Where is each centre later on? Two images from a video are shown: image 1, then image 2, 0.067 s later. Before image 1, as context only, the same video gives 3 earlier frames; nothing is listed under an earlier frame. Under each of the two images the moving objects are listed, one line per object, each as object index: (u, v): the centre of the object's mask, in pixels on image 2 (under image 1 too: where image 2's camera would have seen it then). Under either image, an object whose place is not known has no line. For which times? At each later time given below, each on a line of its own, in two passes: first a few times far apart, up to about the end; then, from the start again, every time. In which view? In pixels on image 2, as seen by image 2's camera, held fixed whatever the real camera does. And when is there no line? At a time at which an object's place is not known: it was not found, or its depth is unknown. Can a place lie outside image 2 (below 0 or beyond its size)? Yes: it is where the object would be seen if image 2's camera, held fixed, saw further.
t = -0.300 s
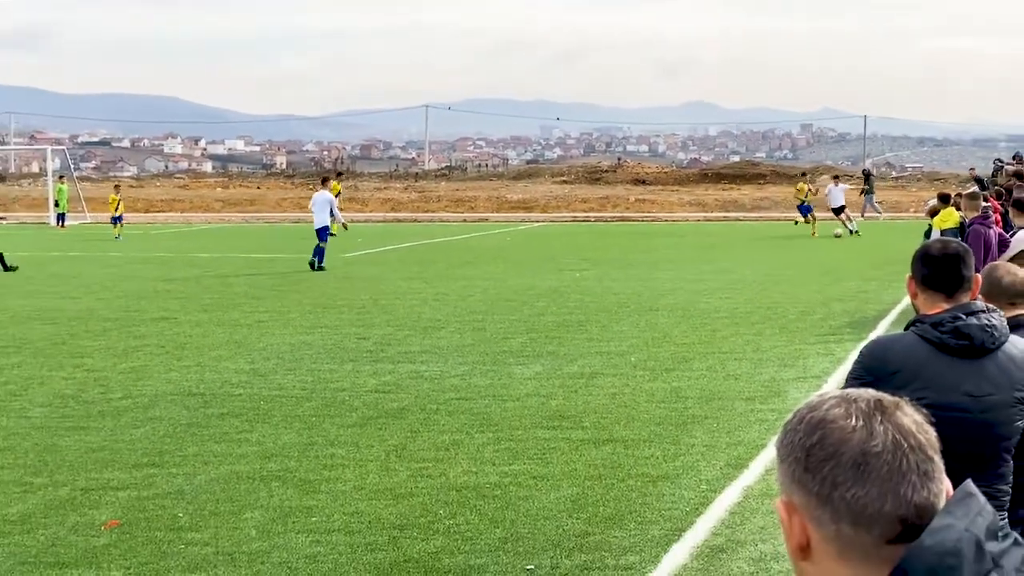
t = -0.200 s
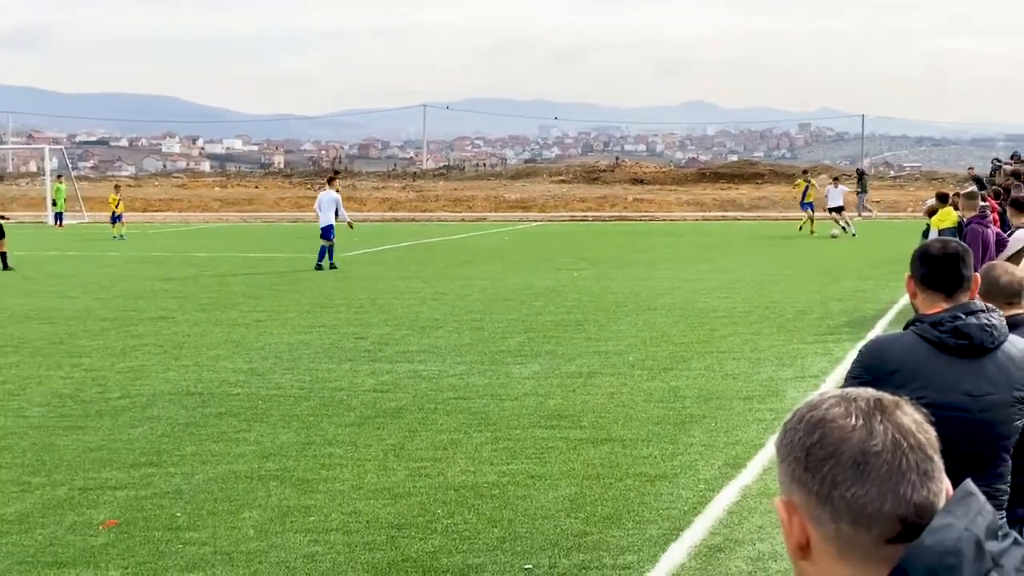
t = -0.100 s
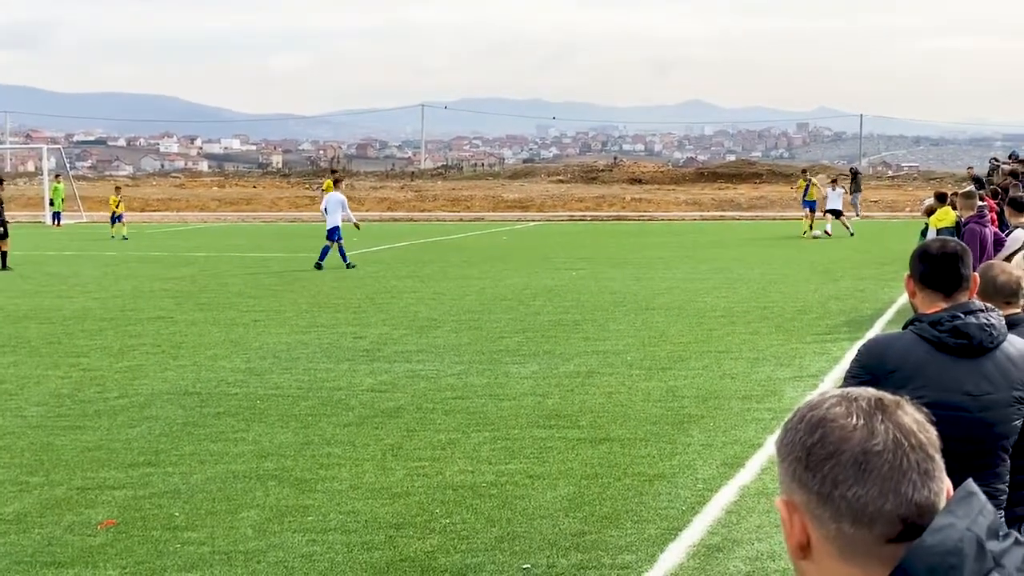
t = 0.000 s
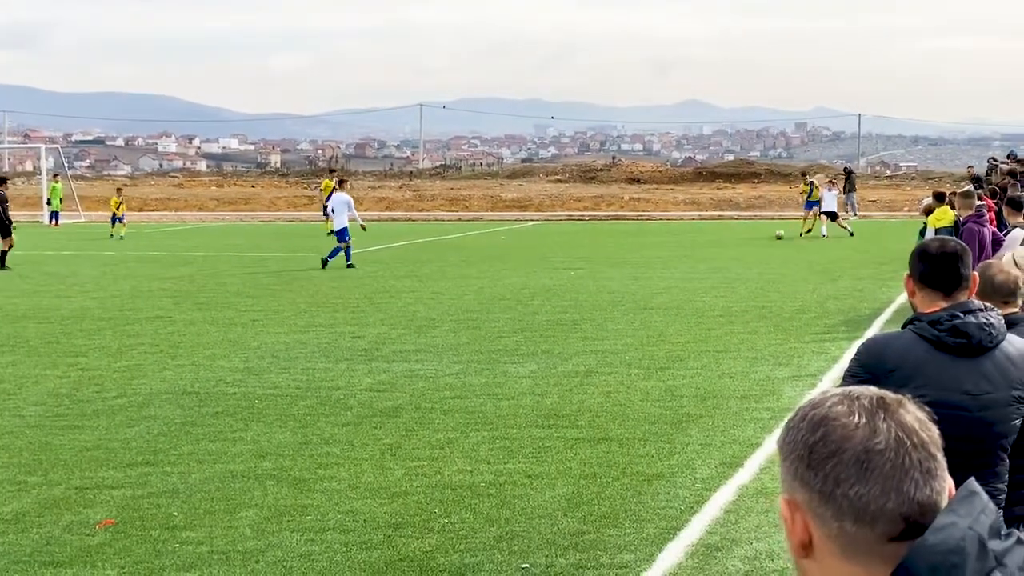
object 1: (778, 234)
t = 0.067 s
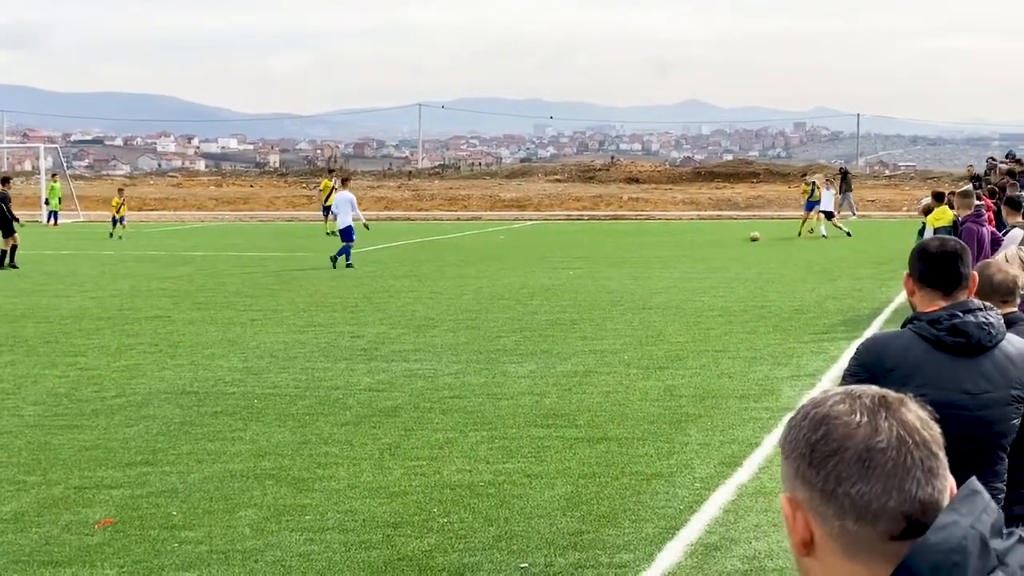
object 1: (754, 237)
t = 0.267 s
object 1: (688, 242)
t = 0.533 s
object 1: (610, 244)
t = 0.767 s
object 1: (552, 244)
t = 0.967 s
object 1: (506, 247)
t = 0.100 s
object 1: (742, 239)
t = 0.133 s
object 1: (731, 239)
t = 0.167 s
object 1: (721, 240)
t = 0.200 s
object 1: (710, 241)
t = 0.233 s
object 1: (699, 241)
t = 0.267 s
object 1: (688, 242)
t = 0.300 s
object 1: (677, 243)
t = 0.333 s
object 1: (666, 244)
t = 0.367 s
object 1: (657, 243)
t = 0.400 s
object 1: (648, 243)
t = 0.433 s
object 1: (637, 244)
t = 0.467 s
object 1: (627, 244)
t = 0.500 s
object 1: (618, 245)
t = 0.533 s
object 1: (610, 244)
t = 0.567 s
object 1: (601, 244)
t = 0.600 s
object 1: (593, 244)
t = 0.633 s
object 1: (584, 244)
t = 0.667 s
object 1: (575, 244)
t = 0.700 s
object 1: (568, 244)
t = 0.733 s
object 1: (559, 245)
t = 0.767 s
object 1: (552, 244)
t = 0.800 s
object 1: (545, 245)
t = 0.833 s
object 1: (537, 245)
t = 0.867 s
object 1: (529, 246)
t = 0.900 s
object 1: (521, 246)
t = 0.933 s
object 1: (514, 247)
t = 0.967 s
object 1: (506, 247)
